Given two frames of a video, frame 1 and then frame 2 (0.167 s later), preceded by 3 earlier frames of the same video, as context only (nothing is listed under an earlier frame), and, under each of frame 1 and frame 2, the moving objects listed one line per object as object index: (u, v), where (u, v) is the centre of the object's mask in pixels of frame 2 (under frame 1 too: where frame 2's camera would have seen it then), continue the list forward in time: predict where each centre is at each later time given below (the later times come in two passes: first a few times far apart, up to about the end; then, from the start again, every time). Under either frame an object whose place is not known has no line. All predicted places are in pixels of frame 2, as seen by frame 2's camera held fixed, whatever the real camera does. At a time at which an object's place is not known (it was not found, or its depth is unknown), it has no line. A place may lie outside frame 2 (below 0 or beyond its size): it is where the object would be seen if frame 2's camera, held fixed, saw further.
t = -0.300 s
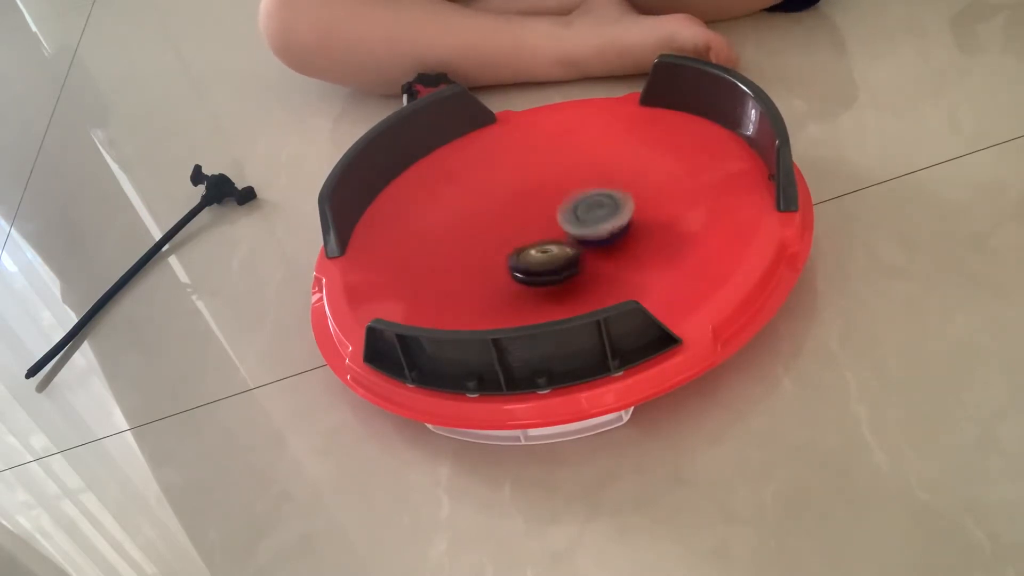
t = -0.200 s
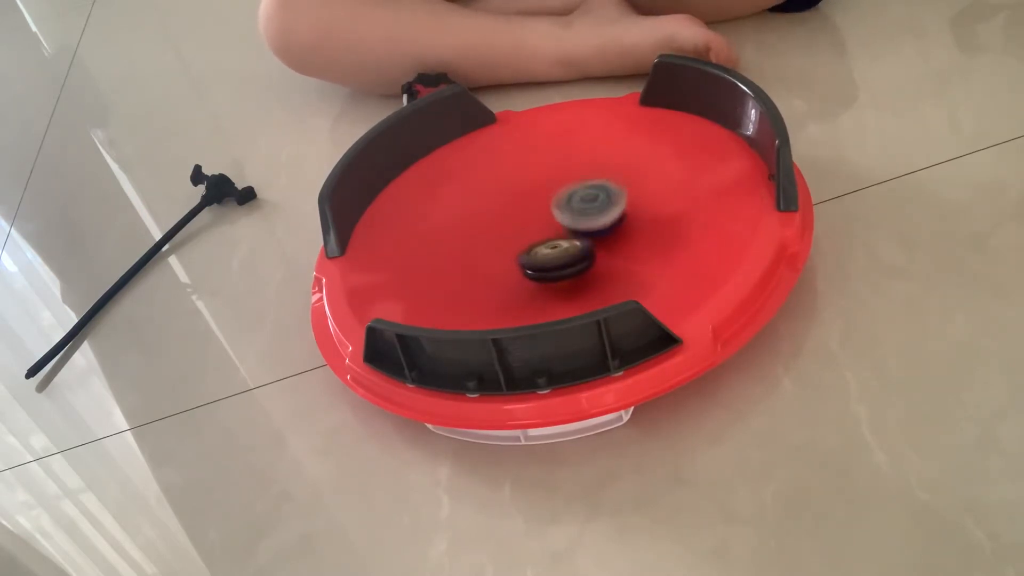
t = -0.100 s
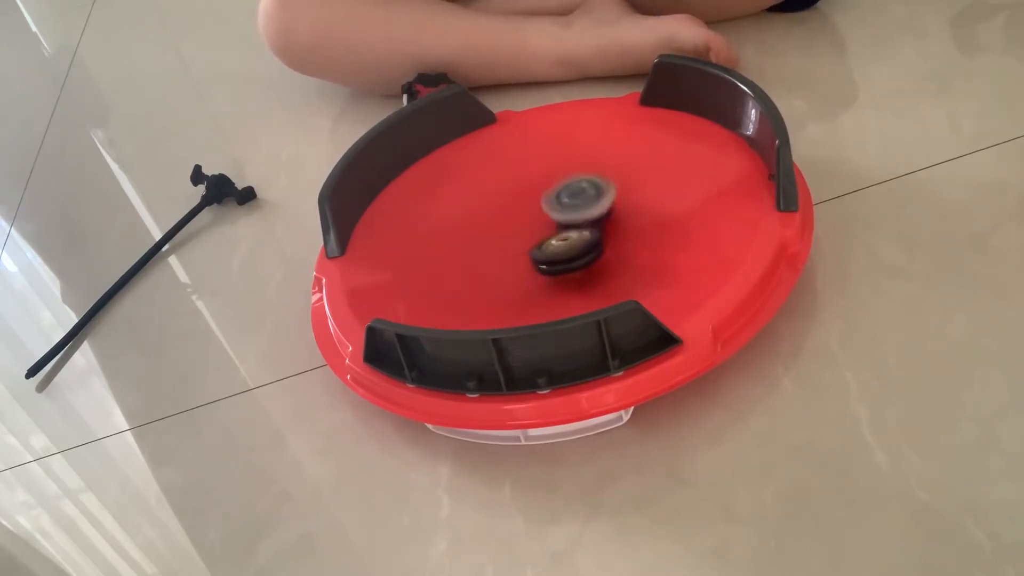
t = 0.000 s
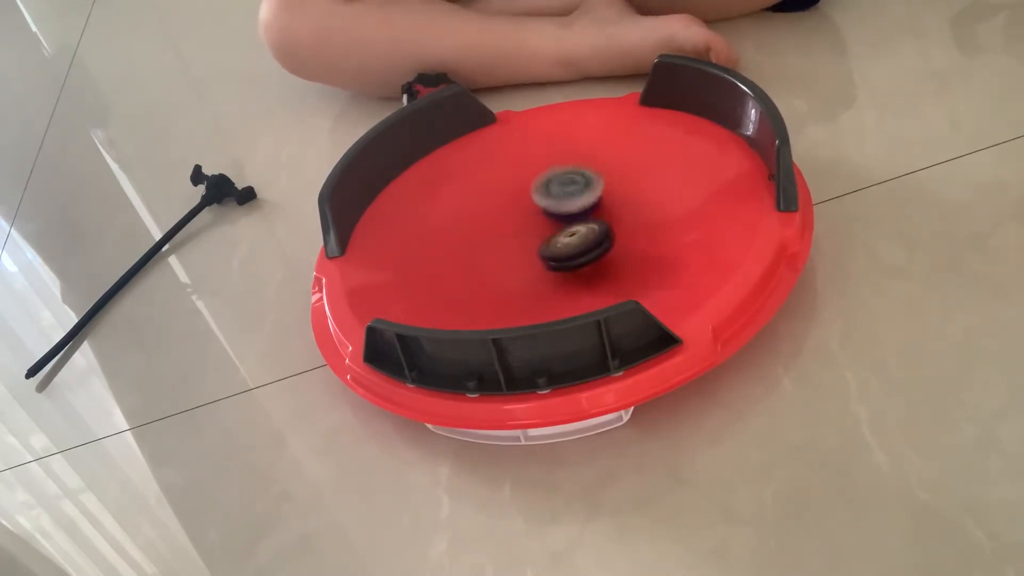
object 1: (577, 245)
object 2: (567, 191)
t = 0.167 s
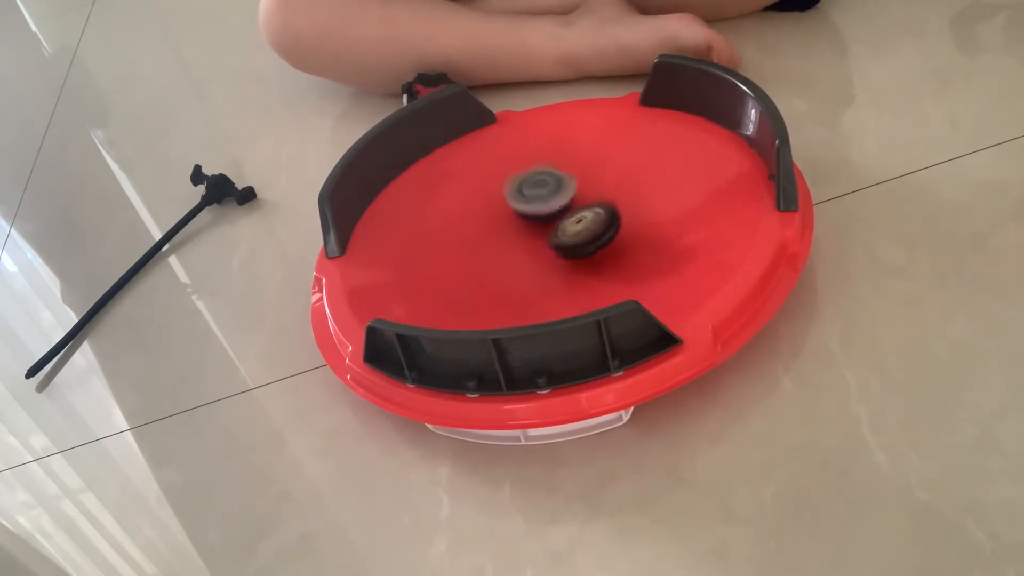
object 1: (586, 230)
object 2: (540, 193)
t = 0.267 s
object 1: (585, 220)
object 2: (523, 199)
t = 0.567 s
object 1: (564, 203)
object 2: (492, 228)
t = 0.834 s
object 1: (531, 201)
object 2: (498, 253)
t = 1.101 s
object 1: (501, 217)
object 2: (519, 263)
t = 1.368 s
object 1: (498, 237)
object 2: (557, 261)
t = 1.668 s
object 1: (505, 246)
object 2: (598, 233)
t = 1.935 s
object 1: (513, 241)
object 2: (586, 210)
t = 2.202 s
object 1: (507, 225)
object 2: (575, 181)
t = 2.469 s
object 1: (507, 230)
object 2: (549, 179)
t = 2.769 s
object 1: (490, 272)
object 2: (513, 216)
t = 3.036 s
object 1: (487, 315)
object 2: (531, 242)
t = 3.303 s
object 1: (523, 303)
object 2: (574, 231)
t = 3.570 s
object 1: (550, 303)
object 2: (576, 227)
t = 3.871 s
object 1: (536, 304)
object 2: (554, 244)
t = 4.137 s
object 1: (529, 306)
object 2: (532, 249)
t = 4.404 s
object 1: (530, 307)
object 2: (508, 258)
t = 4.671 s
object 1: (532, 304)
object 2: (484, 259)
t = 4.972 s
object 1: (536, 299)
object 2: (471, 274)
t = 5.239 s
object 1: (556, 296)
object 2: (473, 269)
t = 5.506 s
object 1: (581, 300)
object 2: (491, 243)
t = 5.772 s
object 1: (568, 287)
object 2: (508, 242)
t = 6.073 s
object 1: (564, 286)
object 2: (533, 233)
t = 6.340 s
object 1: (563, 297)
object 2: (540, 228)
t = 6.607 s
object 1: (561, 294)
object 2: (532, 239)
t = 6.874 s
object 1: (567, 299)
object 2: (516, 229)
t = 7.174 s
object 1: (560, 298)
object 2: (513, 242)
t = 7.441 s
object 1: (562, 302)
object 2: (511, 255)
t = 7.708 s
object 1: (552, 292)
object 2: (492, 257)
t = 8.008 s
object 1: (546, 283)
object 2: (483, 255)
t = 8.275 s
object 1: (552, 282)
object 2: (485, 259)
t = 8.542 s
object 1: (556, 282)
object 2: (485, 257)
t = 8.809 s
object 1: (555, 284)
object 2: (496, 254)
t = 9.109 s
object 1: (560, 287)
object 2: (504, 255)
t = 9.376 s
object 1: (565, 287)
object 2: (506, 252)
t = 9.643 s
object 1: (574, 291)
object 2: (514, 243)
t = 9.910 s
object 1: (573, 282)
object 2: (523, 240)
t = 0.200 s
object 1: (586, 228)
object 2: (534, 196)
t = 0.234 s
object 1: (585, 224)
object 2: (529, 198)
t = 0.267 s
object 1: (585, 220)
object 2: (523, 199)
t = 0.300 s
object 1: (583, 217)
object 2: (519, 202)
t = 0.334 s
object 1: (582, 215)
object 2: (514, 205)
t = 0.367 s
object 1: (581, 213)
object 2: (510, 207)
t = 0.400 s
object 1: (580, 211)
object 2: (505, 210)
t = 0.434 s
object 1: (578, 208)
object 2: (501, 213)
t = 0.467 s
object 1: (576, 207)
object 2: (497, 216)
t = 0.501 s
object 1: (573, 205)
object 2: (494, 221)
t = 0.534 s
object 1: (569, 204)
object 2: (493, 224)
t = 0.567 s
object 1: (564, 203)
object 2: (492, 228)
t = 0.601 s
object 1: (560, 202)
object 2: (490, 231)
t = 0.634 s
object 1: (557, 201)
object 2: (489, 236)
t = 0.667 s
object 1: (553, 200)
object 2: (489, 239)
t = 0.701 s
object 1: (548, 200)
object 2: (490, 242)
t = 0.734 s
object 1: (544, 200)
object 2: (491, 246)
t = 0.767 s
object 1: (540, 200)
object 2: (492, 249)
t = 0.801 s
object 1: (535, 200)
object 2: (494, 251)
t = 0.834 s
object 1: (531, 201)
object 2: (498, 253)
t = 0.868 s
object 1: (526, 202)
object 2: (499, 255)
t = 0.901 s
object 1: (522, 204)
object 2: (501, 257)
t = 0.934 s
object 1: (518, 206)
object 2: (505, 258)
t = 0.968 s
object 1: (515, 208)
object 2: (508, 259)
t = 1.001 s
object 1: (511, 210)
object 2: (510, 260)
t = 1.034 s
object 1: (507, 212)
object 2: (512, 261)
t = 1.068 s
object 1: (504, 214)
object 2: (515, 262)
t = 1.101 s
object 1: (501, 217)
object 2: (519, 263)
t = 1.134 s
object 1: (500, 219)
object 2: (521, 264)
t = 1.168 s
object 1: (498, 222)
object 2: (525, 265)
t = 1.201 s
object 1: (497, 224)
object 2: (529, 265)
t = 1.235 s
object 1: (497, 228)
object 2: (535, 266)
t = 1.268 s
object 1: (497, 230)
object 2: (539, 266)
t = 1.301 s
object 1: (497, 232)
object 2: (544, 265)
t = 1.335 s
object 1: (497, 234)
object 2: (550, 262)
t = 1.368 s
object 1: (498, 237)
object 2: (557, 261)
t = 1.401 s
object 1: (498, 239)
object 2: (562, 258)
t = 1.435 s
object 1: (501, 240)
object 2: (569, 257)
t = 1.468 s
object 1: (503, 241)
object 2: (575, 254)
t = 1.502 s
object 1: (506, 243)
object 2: (580, 250)
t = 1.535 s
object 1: (508, 244)
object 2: (583, 247)
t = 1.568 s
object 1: (511, 244)
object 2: (585, 244)
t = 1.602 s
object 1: (509, 244)
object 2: (592, 240)
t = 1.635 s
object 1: (507, 246)
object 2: (595, 236)
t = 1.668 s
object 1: (505, 246)
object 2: (598, 233)
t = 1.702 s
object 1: (504, 245)
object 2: (599, 229)
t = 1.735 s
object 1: (505, 246)
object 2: (598, 226)
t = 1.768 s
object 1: (506, 246)
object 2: (598, 224)
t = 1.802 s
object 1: (507, 244)
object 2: (595, 220)
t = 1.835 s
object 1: (509, 244)
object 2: (593, 217)
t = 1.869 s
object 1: (510, 243)
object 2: (590, 216)
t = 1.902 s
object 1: (511, 243)
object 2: (588, 213)
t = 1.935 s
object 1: (513, 241)
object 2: (586, 210)
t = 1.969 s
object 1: (509, 240)
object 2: (585, 206)
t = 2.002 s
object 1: (507, 240)
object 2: (585, 202)
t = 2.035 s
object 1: (505, 239)
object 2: (585, 197)
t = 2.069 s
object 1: (505, 236)
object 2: (583, 193)
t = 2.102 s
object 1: (505, 233)
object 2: (581, 190)
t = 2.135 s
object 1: (506, 229)
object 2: (580, 186)
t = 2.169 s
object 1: (506, 227)
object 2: (578, 183)
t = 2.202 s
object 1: (507, 225)
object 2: (575, 181)
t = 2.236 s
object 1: (507, 224)
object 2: (573, 179)
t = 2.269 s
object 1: (507, 223)
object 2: (571, 177)
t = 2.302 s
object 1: (508, 223)
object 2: (567, 177)
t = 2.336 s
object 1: (509, 223)
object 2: (565, 176)
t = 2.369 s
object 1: (508, 224)
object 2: (563, 174)
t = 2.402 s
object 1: (508, 226)
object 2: (558, 175)
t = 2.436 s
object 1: (508, 227)
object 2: (554, 177)
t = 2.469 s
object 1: (507, 230)
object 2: (549, 179)
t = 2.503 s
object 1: (506, 233)
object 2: (543, 183)
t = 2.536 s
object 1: (504, 235)
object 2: (538, 186)
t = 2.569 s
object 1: (502, 239)
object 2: (533, 190)
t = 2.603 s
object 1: (499, 247)
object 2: (529, 192)
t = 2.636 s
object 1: (498, 253)
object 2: (525, 195)
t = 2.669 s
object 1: (495, 258)
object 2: (522, 199)
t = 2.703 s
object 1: (493, 262)
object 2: (517, 204)
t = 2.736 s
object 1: (492, 268)
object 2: (515, 210)
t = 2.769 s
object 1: (490, 272)
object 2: (513, 216)
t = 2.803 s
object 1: (488, 277)
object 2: (510, 222)
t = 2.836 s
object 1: (487, 284)
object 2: (510, 229)
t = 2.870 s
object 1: (486, 290)
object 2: (511, 233)
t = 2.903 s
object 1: (485, 296)
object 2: (512, 239)
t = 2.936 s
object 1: (485, 301)
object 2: (515, 244)
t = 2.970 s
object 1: (487, 303)
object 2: (517, 247)
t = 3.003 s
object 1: (486, 309)
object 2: (524, 246)
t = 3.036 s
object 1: (487, 315)
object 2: (531, 242)
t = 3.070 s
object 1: (488, 316)
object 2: (537, 238)
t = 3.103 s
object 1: (492, 318)
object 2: (544, 236)
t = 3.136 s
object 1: (496, 318)
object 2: (550, 234)
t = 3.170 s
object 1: (500, 316)
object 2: (556, 234)
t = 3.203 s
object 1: (505, 313)
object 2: (563, 232)
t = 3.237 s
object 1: (511, 310)
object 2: (568, 231)
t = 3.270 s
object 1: (517, 307)
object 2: (570, 231)
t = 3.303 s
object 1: (523, 303)
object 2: (574, 231)
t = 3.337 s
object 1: (531, 300)
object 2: (575, 230)
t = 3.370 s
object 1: (538, 297)
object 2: (576, 232)
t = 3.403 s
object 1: (546, 293)
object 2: (576, 233)
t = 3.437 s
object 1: (551, 291)
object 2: (577, 233)
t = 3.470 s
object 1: (552, 293)
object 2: (578, 231)
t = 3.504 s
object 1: (552, 299)
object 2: (578, 227)
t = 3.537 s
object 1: (551, 303)
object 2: (577, 226)
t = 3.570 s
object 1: (550, 303)
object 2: (576, 227)
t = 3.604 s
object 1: (549, 303)
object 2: (574, 227)
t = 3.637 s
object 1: (549, 303)
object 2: (570, 231)
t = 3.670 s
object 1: (548, 301)
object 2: (566, 233)
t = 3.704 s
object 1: (546, 299)
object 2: (563, 240)
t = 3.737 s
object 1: (544, 298)
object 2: (561, 242)
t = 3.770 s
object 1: (543, 300)
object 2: (561, 243)
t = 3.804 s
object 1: (540, 302)
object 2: (559, 243)
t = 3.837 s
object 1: (538, 303)
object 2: (556, 244)
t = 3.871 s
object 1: (536, 304)
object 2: (554, 244)
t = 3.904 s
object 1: (535, 304)
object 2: (552, 245)
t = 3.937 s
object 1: (533, 304)
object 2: (549, 246)
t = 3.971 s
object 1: (532, 304)
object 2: (546, 247)
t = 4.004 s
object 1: (532, 304)
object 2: (543, 248)
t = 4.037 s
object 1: (531, 305)
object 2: (541, 248)
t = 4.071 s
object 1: (530, 305)
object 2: (538, 248)
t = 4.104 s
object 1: (530, 306)
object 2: (535, 249)
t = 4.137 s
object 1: (529, 306)
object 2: (532, 249)
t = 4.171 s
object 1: (529, 307)
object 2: (529, 250)
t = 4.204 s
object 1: (529, 307)
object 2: (526, 250)
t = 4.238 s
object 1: (529, 307)
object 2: (523, 252)
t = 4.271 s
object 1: (529, 307)
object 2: (520, 253)
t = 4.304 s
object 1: (529, 308)
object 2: (517, 254)
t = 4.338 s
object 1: (529, 308)
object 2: (514, 255)
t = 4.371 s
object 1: (530, 307)
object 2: (511, 256)
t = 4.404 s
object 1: (530, 307)
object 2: (508, 258)
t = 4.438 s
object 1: (531, 309)
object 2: (505, 258)
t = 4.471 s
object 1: (532, 309)
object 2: (502, 258)
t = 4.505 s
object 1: (533, 308)
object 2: (499, 258)
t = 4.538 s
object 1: (533, 308)
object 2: (496, 258)
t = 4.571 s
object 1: (532, 306)
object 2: (492, 258)
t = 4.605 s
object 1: (532, 306)
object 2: (489, 258)
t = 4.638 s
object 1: (532, 305)
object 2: (486, 259)
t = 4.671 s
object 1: (532, 304)
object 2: (484, 259)
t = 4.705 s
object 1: (532, 303)
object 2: (481, 260)
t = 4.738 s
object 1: (531, 302)
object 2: (479, 263)
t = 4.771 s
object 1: (531, 301)
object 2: (477, 264)
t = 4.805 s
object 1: (530, 301)
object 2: (476, 268)
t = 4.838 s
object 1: (531, 300)
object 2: (475, 268)
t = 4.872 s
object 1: (532, 299)
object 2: (473, 270)
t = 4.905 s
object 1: (535, 299)
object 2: (471, 270)
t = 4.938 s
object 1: (536, 299)
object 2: (470, 272)
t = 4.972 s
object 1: (536, 299)
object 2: (471, 274)
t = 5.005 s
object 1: (541, 300)
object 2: (470, 273)
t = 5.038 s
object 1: (547, 301)
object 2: (468, 272)
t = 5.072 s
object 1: (552, 301)
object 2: (466, 272)
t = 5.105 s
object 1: (555, 300)
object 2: (465, 271)
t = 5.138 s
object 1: (556, 299)
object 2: (466, 271)
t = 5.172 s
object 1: (556, 298)
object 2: (467, 270)
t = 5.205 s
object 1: (556, 297)
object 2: (470, 270)
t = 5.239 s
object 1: (556, 296)
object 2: (473, 269)
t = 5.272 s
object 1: (555, 295)
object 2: (479, 269)
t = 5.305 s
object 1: (554, 293)
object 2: (483, 267)
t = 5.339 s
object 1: (553, 293)
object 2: (487, 265)
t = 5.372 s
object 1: (552, 291)
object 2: (492, 263)
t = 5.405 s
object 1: (553, 291)
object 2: (495, 260)
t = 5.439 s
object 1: (564, 295)
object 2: (492, 253)
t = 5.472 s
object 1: (575, 299)
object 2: (491, 247)
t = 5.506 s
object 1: (581, 300)
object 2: (491, 243)
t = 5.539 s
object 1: (585, 299)
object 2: (491, 240)
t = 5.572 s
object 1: (587, 298)
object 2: (493, 239)
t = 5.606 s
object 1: (586, 297)
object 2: (494, 238)
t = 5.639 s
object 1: (584, 296)
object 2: (496, 238)
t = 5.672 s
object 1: (580, 294)
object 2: (498, 238)
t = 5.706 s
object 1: (576, 292)
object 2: (502, 239)
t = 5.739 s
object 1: (572, 290)
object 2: (505, 240)
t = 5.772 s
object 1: (568, 287)
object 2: (508, 242)
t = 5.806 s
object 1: (564, 284)
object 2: (512, 242)
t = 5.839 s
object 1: (561, 282)
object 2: (516, 243)
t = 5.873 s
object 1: (563, 282)
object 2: (518, 240)
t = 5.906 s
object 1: (563, 282)
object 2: (520, 239)
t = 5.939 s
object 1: (563, 283)
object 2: (524, 238)
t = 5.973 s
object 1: (563, 283)
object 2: (527, 238)
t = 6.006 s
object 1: (564, 284)
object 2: (529, 235)
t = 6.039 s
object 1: (564, 285)
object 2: (530, 235)
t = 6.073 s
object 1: (564, 286)
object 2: (533, 233)
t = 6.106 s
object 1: (565, 285)
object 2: (534, 234)
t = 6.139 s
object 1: (563, 285)
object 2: (536, 233)
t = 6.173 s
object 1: (563, 285)
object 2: (538, 234)
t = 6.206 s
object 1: (561, 285)
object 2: (539, 234)
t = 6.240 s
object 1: (560, 285)
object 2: (540, 234)
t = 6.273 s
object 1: (562, 290)
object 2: (540, 232)
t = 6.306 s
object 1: (563, 296)
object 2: (541, 229)
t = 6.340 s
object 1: (563, 297)
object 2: (540, 228)
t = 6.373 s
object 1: (563, 298)
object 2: (539, 228)
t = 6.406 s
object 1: (562, 299)
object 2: (535, 230)
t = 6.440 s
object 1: (564, 298)
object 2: (534, 230)
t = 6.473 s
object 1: (562, 298)
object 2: (532, 232)
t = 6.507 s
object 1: (562, 297)
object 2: (531, 233)
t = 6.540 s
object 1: (562, 296)
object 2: (531, 235)
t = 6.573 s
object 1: (561, 295)
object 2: (531, 236)
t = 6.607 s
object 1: (561, 294)
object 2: (532, 239)
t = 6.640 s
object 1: (561, 293)
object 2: (531, 241)
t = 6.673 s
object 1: (560, 291)
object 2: (531, 243)
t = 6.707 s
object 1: (559, 291)
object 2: (529, 245)
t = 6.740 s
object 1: (563, 296)
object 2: (529, 241)
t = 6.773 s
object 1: (565, 298)
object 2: (523, 237)
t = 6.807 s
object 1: (567, 300)
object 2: (521, 233)
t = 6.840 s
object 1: (568, 299)
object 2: (518, 230)
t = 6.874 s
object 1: (567, 299)
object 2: (516, 229)
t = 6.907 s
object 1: (567, 298)
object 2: (515, 229)
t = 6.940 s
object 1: (565, 297)
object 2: (513, 230)
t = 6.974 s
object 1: (563, 298)
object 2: (512, 230)
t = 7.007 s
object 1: (563, 298)
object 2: (510, 232)
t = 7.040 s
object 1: (562, 297)
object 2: (509, 232)
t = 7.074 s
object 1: (561, 297)
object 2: (510, 235)
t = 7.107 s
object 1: (560, 297)
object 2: (509, 238)
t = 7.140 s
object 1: (559, 298)
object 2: (512, 239)
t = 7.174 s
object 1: (560, 298)
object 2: (513, 242)
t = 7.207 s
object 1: (559, 298)
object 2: (514, 244)
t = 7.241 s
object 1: (558, 297)
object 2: (517, 247)
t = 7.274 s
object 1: (558, 297)
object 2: (517, 251)
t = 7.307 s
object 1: (558, 297)
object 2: (519, 252)
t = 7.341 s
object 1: (559, 297)
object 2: (519, 255)
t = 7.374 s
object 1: (561, 300)
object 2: (516, 254)
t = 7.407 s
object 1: (563, 302)
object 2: (514, 254)
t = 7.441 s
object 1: (562, 302)
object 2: (511, 255)
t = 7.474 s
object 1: (562, 302)
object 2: (511, 255)
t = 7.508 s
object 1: (562, 301)
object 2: (507, 256)
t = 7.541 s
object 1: (559, 299)
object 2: (504, 256)
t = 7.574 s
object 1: (558, 298)
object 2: (502, 256)
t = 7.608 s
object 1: (556, 297)
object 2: (499, 257)
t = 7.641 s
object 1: (554, 295)
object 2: (498, 256)
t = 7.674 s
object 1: (553, 294)
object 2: (495, 256)
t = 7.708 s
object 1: (552, 292)
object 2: (492, 257)
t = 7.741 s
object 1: (553, 290)
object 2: (493, 256)
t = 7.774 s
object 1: (551, 288)
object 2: (490, 257)
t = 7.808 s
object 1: (549, 287)
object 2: (489, 256)
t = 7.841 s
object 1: (547, 285)
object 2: (488, 255)
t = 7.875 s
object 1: (546, 284)
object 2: (486, 256)
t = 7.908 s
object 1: (546, 284)
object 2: (486, 254)
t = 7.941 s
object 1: (546, 284)
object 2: (484, 254)
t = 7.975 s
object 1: (546, 283)
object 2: (483, 254)
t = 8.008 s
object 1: (546, 283)
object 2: (483, 255)
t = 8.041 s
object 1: (546, 283)
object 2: (482, 257)
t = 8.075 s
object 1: (546, 284)
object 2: (483, 257)
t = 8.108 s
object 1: (546, 284)
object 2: (483, 258)
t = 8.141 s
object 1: (549, 285)
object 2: (482, 257)
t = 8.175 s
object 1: (551, 285)
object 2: (483, 257)
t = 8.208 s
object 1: (552, 284)
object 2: (483, 258)
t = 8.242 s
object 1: (552, 283)
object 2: (482, 259)
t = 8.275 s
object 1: (552, 282)
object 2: (485, 259)
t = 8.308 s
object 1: (556, 284)
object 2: (482, 259)
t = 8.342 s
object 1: (560, 285)
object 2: (480, 257)
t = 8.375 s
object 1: (560, 284)
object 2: (482, 257)
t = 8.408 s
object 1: (560, 283)
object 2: (482, 257)
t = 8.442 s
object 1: (559, 283)
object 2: (482, 257)
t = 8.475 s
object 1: (558, 283)
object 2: (484, 257)
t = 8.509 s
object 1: (557, 282)
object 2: (484, 257)
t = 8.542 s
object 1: (556, 282)
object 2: (485, 257)
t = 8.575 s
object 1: (555, 281)
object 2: (489, 257)
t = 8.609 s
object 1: (554, 281)
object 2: (490, 257)
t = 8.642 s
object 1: (554, 282)
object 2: (491, 256)
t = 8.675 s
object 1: (554, 282)
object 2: (492, 255)
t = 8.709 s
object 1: (553, 282)
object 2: (493, 255)
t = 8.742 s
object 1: (553, 283)
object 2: (494, 254)
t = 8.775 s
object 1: (553, 283)
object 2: (496, 254)
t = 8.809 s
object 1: (555, 284)
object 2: (496, 254)
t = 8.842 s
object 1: (556, 285)
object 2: (497, 253)
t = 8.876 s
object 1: (557, 287)
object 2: (499, 253)
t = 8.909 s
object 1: (557, 288)
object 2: (499, 254)
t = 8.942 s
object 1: (558, 289)
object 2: (499, 253)
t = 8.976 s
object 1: (559, 288)
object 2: (501, 253)
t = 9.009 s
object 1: (559, 288)
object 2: (501, 254)
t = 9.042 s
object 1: (560, 288)
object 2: (501, 254)
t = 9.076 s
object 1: (560, 287)
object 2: (503, 254)
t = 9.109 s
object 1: (560, 287)
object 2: (504, 255)
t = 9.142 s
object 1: (560, 286)
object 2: (504, 256)
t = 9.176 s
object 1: (561, 286)
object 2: (504, 255)
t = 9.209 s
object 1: (563, 287)
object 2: (505, 254)
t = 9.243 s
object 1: (564, 286)
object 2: (506, 252)
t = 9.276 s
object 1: (565, 286)
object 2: (507, 252)
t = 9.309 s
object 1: (565, 286)
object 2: (506, 253)
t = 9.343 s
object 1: (565, 286)
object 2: (504, 253)
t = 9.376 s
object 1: (565, 287)
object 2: (506, 252)
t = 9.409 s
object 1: (565, 286)
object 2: (507, 251)
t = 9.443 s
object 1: (565, 286)
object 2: (509, 250)
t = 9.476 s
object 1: (565, 287)
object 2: (512, 250)
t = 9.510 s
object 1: (565, 286)
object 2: (513, 250)
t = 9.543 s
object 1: (569, 288)
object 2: (514, 249)
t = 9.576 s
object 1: (571, 290)
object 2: (513, 246)
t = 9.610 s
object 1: (572, 290)
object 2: (515, 245)
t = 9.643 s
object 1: (574, 291)
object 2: (514, 243)
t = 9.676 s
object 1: (575, 291)
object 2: (513, 243)
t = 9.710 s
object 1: (576, 290)
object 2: (514, 241)
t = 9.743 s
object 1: (576, 288)
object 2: (515, 240)
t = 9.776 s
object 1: (575, 288)
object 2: (518, 239)
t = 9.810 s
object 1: (574, 287)
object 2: (521, 238)
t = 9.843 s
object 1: (575, 284)
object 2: (524, 238)
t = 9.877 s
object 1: (575, 283)
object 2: (525, 239)
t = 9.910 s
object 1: (573, 282)
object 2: (523, 240)
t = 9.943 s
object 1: (571, 280)
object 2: (525, 240)
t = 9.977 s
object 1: (568, 278)
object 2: (524, 240)
